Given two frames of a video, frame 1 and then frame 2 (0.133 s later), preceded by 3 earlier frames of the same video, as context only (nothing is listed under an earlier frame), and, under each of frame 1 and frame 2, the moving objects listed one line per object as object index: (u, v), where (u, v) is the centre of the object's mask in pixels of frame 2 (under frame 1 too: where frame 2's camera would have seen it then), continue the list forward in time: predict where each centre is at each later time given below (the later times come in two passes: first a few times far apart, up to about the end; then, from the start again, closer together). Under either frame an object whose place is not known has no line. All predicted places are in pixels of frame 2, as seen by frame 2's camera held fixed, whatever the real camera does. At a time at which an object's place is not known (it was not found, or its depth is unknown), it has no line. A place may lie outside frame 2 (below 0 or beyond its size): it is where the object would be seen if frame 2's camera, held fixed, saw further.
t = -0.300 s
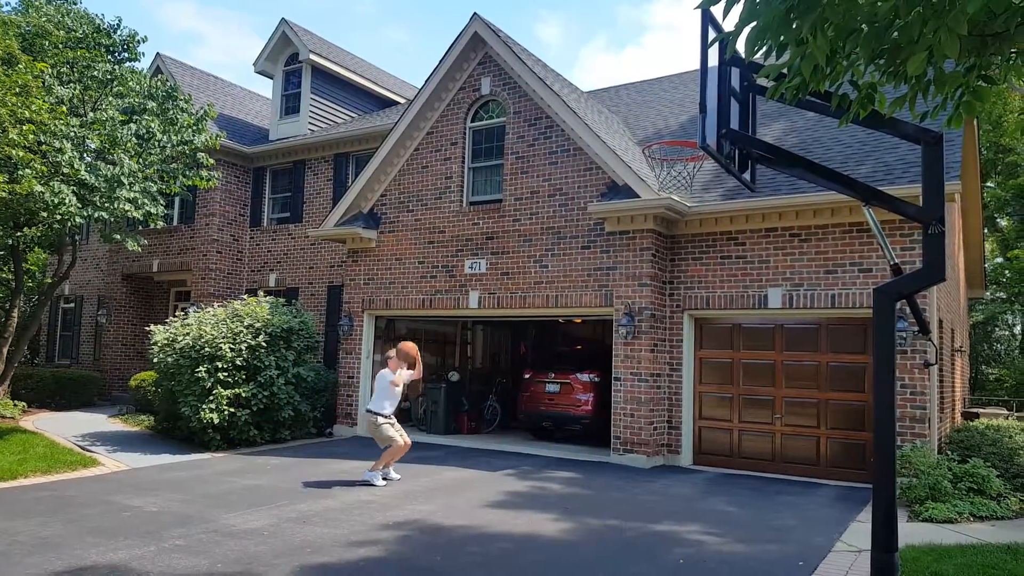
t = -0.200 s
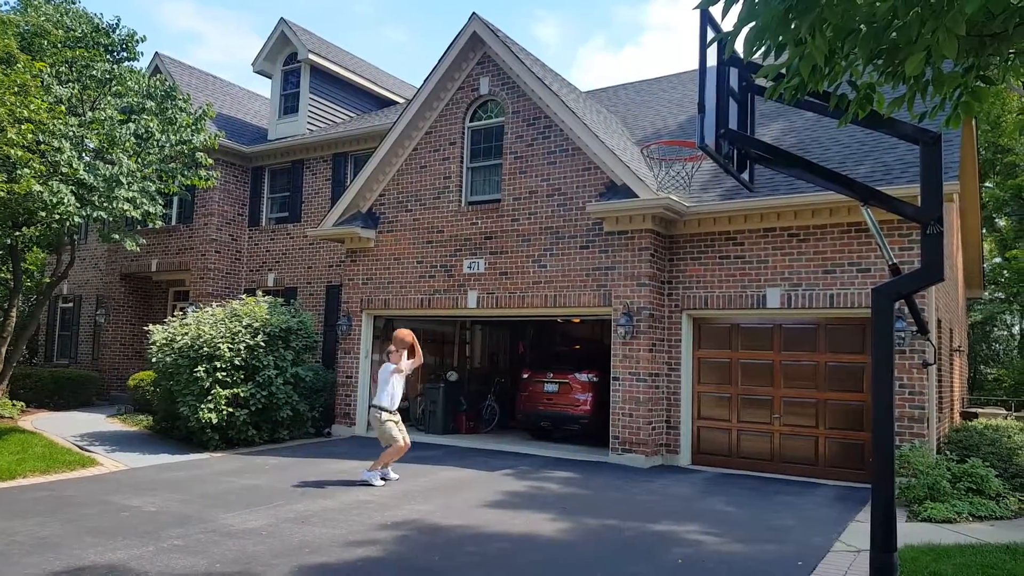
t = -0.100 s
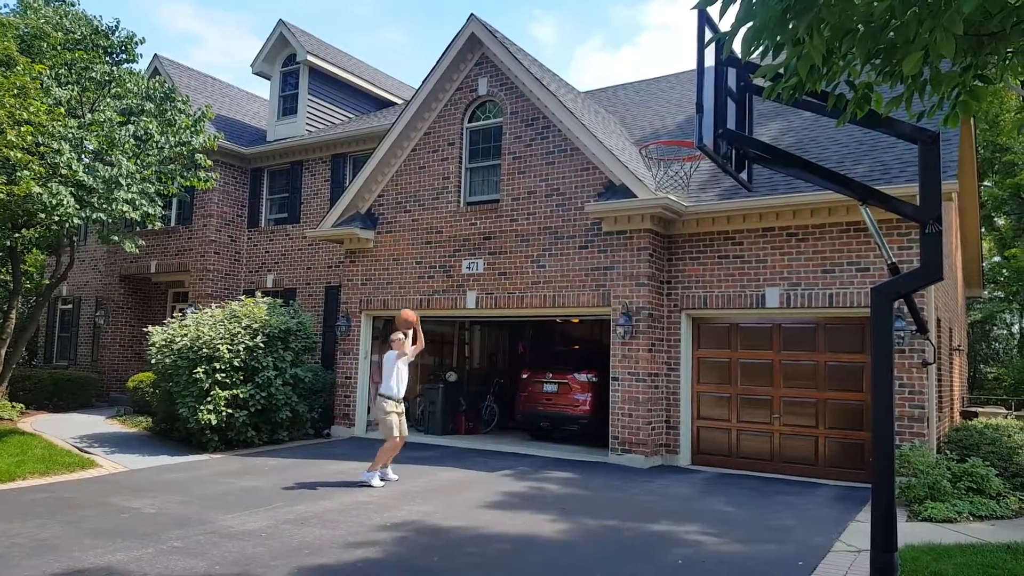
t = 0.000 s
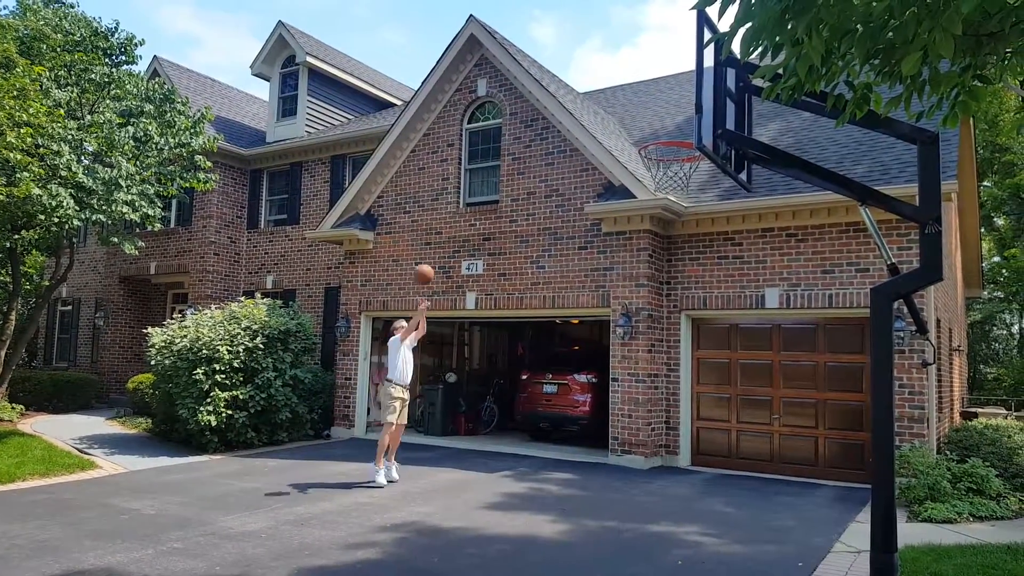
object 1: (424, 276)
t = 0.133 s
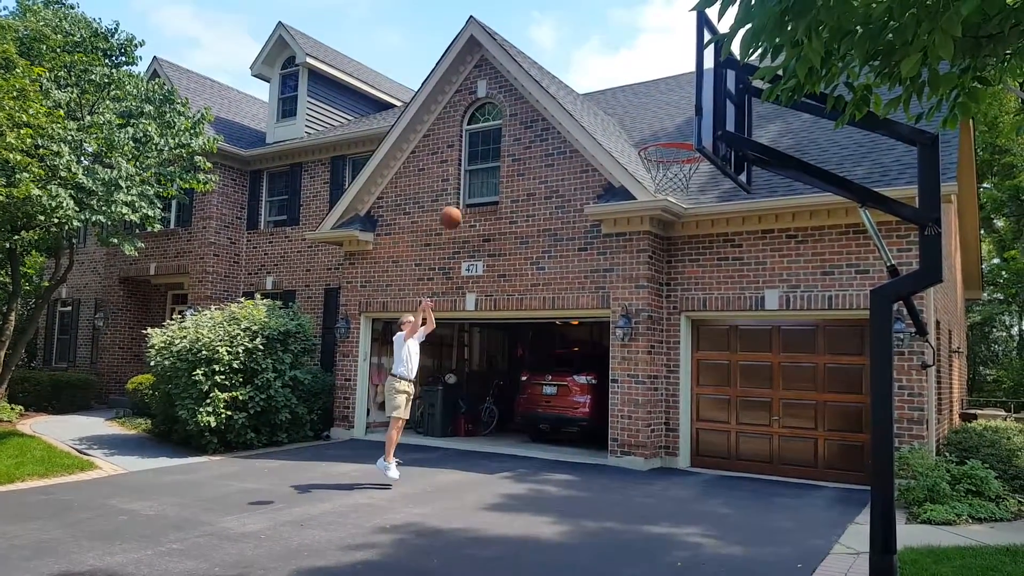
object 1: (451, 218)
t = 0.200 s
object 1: (465, 193)
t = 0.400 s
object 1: (512, 133)
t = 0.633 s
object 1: (576, 102)
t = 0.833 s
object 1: (642, 122)
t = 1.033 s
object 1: (678, 169)
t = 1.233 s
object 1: (659, 173)
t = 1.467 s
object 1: (684, 203)
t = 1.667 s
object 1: (703, 278)
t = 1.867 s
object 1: (723, 408)
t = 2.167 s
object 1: (744, 474)
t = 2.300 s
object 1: (747, 397)
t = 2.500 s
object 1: (749, 324)
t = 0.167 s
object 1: (458, 204)
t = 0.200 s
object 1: (465, 193)
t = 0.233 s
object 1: (473, 181)
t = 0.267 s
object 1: (481, 169)
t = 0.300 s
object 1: (488, 158)
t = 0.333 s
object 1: (497, 148)
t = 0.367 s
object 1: (505, 140)
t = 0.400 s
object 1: (512, 133)
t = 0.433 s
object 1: (522, 126)
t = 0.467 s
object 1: (530, 120)
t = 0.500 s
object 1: (538, 114)
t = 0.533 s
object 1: (547, 110)
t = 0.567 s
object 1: (557, 107)
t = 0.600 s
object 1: (567, 104)
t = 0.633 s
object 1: (576, 102)
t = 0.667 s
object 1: (587, 102)
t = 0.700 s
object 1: (597, 103)
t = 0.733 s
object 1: (608, 106)
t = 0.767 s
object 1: (618, 110)
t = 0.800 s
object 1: (630, 116)
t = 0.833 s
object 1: (642, 122)
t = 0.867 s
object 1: (654, 130)
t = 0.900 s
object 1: (667, 139)
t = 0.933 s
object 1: (680, 151)
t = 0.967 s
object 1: (687, 162)
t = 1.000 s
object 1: (685, 166)
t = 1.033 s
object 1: (678, 169)
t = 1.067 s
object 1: (668, 167)
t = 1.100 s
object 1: (661, 164)
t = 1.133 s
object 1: (657, 165)
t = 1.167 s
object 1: (655, 166)
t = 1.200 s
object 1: (657, 170)
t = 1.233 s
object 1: (659, 173)
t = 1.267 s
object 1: (662, 176)
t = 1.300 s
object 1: (665, 178)
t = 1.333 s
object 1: (671, 183)
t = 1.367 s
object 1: (674, 184)
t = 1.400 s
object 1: (677, 195)
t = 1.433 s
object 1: (680, 197)
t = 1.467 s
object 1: (684, 203)
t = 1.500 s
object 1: (687, 211)
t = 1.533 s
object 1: (690, 222)
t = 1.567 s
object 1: (692, 233)
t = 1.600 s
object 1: (697, 247)
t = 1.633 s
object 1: (700, 260)
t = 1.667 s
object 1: (703, 278)
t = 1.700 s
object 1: (705, 295)
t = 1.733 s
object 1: (709, 312)
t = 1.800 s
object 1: (716, 357)
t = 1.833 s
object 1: (720, 382)
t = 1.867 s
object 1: (723, 408)
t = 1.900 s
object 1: (725, 438)
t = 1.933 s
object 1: (730, 467)
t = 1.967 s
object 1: (734, 501)
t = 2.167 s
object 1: (744, 474)
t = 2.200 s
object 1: (744, 453)
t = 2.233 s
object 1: (746, 433)
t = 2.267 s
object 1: (746, 414)
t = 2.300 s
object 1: (747, 397)
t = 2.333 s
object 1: (747, 382)
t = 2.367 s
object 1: (748, 365)
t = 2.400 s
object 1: (749, 353)
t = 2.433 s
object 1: (749, 342)
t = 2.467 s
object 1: (749, 333)
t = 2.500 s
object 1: (749, 324)
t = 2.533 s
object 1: (749, 318)
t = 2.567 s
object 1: (751, 313)
